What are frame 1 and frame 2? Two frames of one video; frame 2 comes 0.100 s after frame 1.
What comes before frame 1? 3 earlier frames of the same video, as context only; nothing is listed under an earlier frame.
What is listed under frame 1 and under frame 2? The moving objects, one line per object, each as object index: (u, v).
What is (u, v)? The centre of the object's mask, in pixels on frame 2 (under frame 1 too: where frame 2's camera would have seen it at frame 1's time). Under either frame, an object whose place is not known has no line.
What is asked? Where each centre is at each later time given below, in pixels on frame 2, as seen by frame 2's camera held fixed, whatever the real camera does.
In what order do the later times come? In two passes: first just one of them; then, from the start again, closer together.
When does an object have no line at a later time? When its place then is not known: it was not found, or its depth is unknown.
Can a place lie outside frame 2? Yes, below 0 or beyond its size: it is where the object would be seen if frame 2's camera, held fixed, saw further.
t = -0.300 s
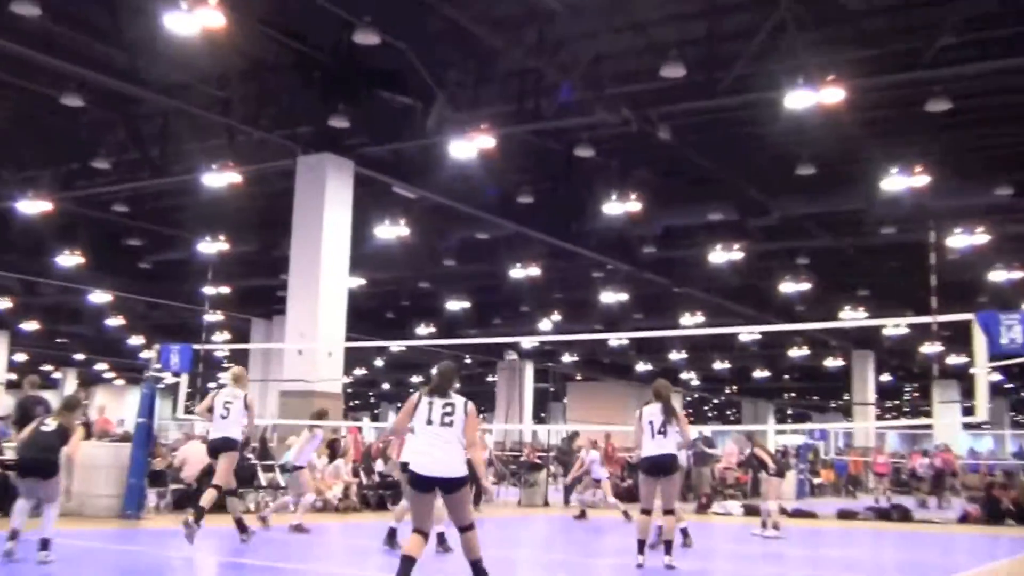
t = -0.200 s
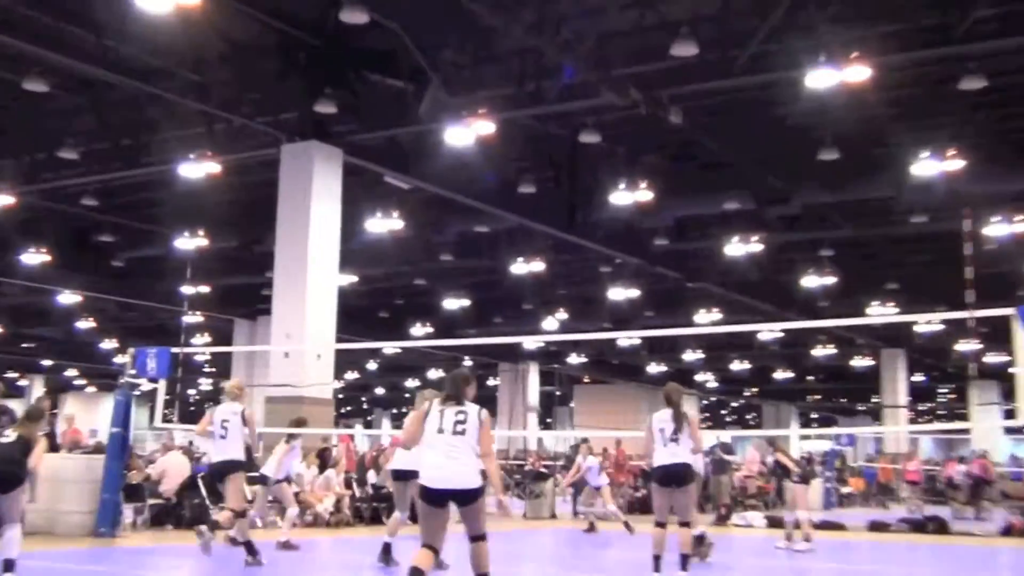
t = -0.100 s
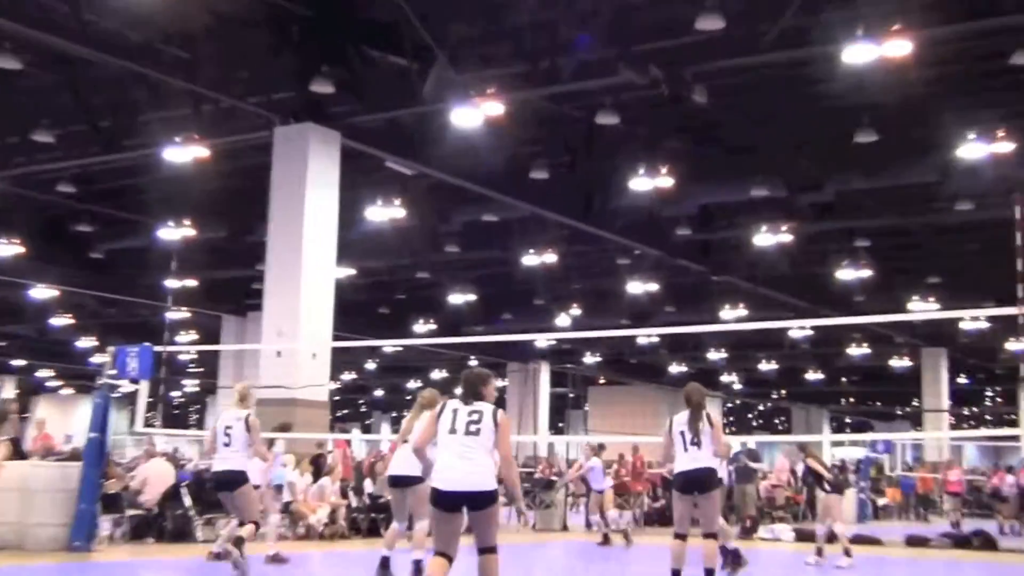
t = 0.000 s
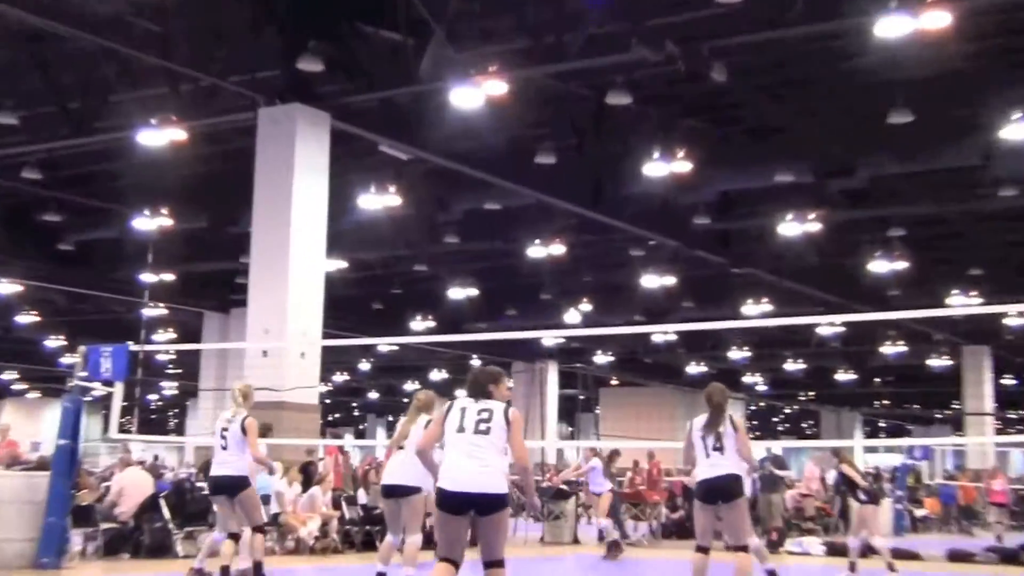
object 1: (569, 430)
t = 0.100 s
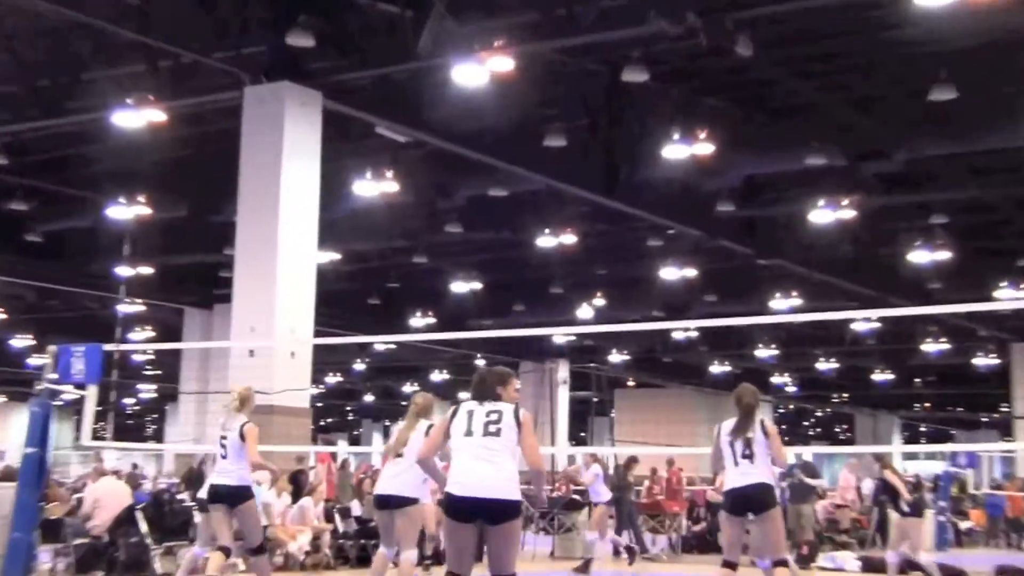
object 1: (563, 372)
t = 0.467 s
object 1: (515, 233)
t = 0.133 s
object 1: (558, 361)
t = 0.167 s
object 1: (553, 347)
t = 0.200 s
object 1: (550, 325)
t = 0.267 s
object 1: (543, 301)
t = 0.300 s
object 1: (539, 288)
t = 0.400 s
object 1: (524, 253)
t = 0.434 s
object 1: (520, 242)
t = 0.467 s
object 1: (515, 233)
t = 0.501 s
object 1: (510, 225)
